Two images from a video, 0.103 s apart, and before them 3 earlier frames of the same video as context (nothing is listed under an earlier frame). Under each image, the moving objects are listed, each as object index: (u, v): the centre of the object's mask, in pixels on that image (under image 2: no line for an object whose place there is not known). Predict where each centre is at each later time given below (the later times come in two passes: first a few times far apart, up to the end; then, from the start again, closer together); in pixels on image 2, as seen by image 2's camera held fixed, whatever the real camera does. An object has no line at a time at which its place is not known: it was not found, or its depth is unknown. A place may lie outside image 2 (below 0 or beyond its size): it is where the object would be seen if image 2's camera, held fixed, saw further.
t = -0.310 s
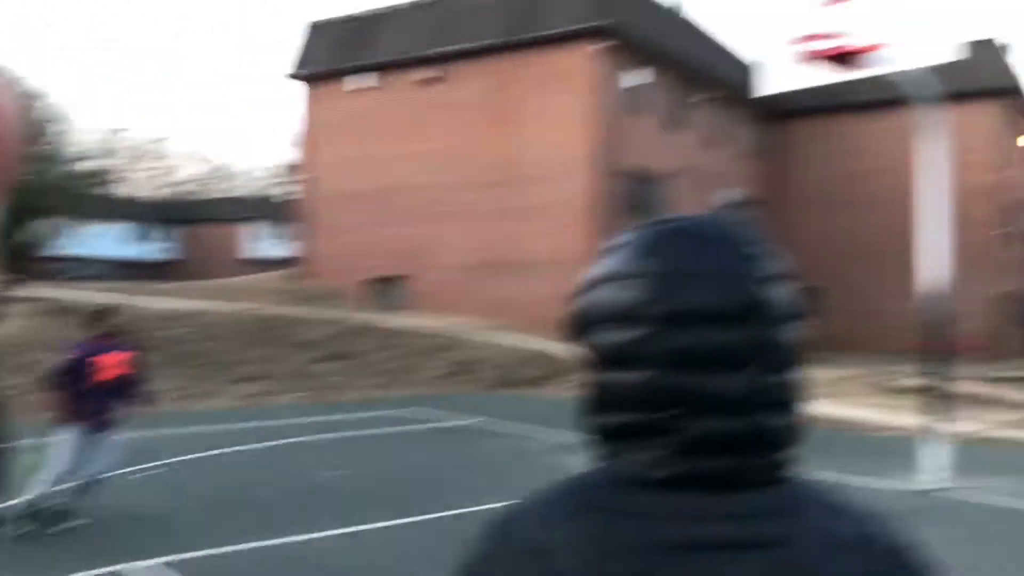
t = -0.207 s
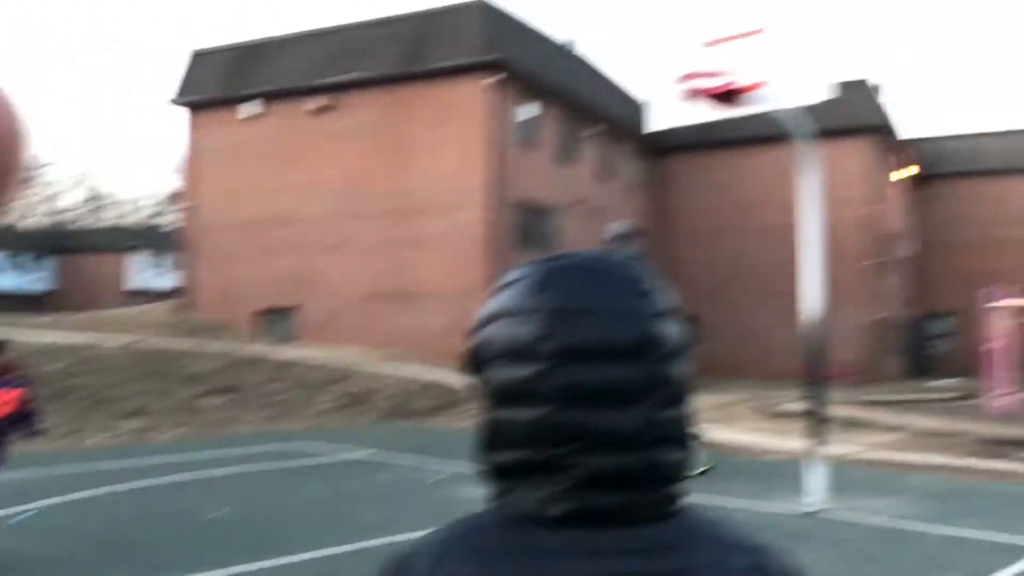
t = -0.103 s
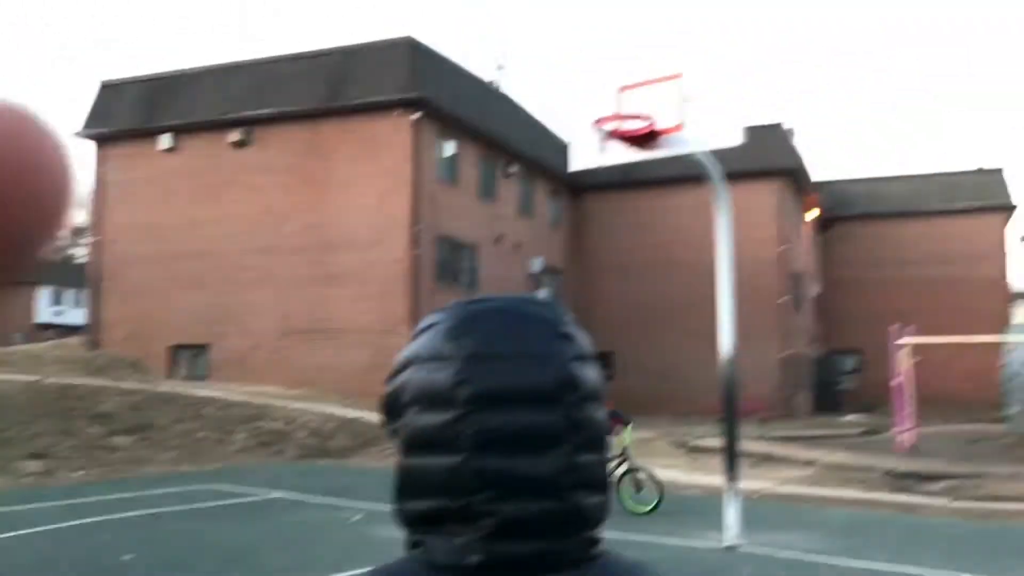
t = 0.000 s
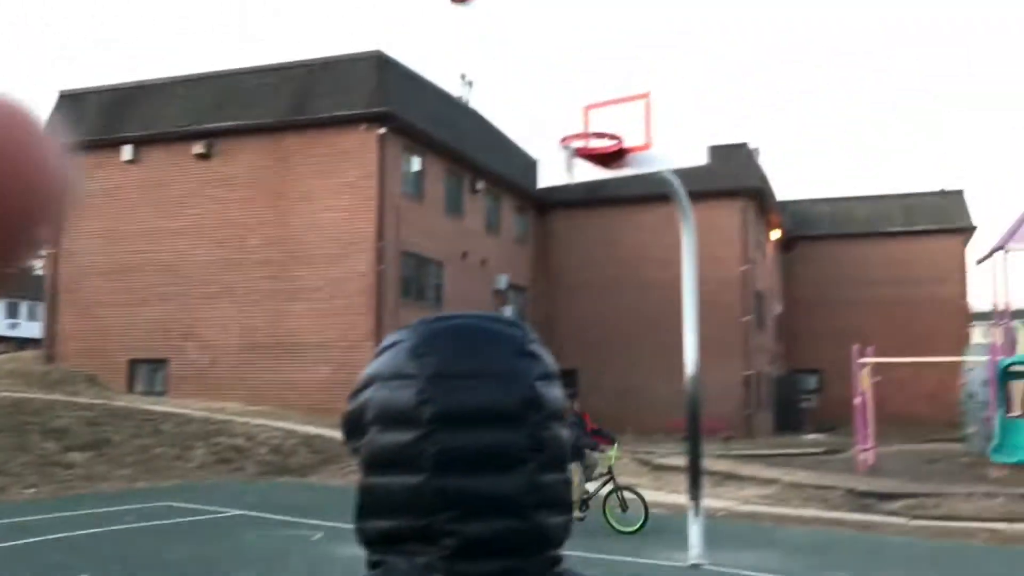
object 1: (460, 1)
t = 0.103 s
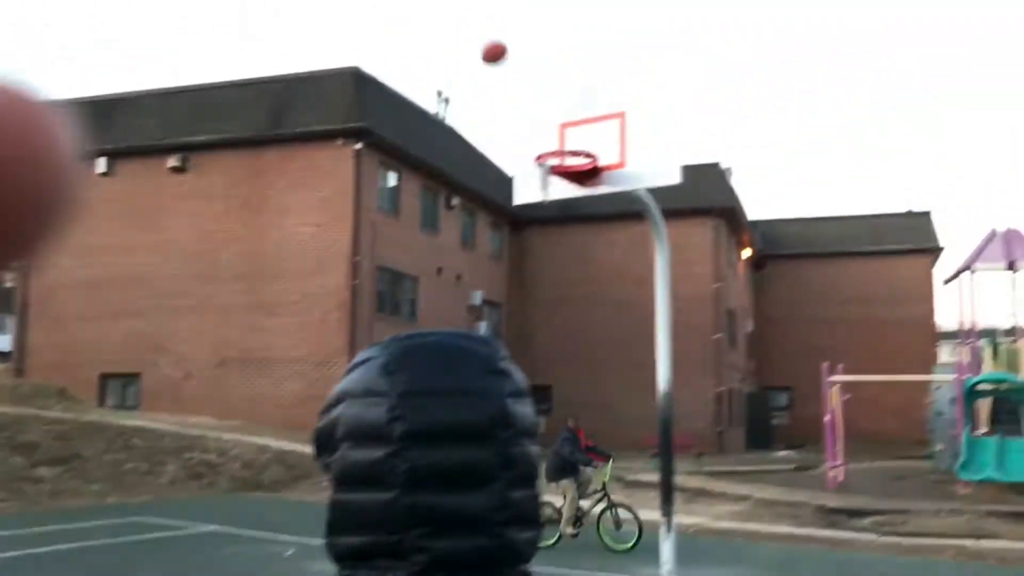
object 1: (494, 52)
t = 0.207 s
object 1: (547, 105)
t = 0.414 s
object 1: (560, 114)
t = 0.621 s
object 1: (524, 83)
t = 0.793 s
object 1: (485, 98)
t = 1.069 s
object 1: (384, 270)
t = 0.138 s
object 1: (512, 69)
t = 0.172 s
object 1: (530, 87)
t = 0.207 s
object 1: (547, 105)
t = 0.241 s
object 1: (563, 124)
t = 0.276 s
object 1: (580, 148)
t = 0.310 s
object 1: (577, 144)
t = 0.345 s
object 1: (571, 133)
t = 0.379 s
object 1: (565, 123)
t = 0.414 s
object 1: (560, 114)
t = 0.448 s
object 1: (554, 105)
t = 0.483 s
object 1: (549, 98)
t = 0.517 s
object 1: (542, 93)
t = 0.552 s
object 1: (537, 89)
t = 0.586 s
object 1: (531, 85)
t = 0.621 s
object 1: (524, 83)
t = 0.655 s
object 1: (516, 83)
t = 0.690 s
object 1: (509, 84)
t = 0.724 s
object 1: (502, 87)
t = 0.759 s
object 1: (493, 92)
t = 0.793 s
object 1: (485, 98)
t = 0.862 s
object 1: (468, 118)
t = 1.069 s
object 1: (384, 270)
